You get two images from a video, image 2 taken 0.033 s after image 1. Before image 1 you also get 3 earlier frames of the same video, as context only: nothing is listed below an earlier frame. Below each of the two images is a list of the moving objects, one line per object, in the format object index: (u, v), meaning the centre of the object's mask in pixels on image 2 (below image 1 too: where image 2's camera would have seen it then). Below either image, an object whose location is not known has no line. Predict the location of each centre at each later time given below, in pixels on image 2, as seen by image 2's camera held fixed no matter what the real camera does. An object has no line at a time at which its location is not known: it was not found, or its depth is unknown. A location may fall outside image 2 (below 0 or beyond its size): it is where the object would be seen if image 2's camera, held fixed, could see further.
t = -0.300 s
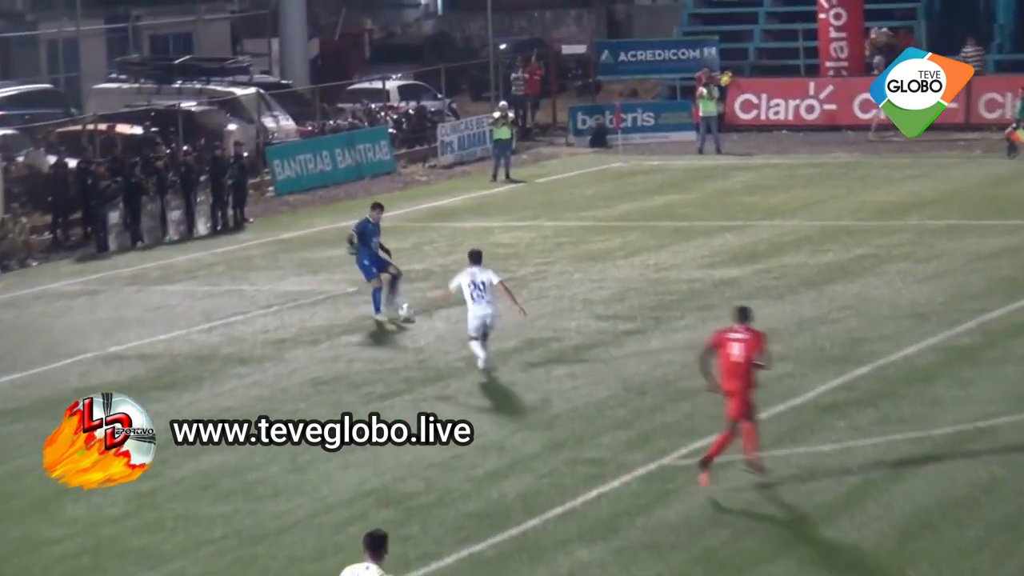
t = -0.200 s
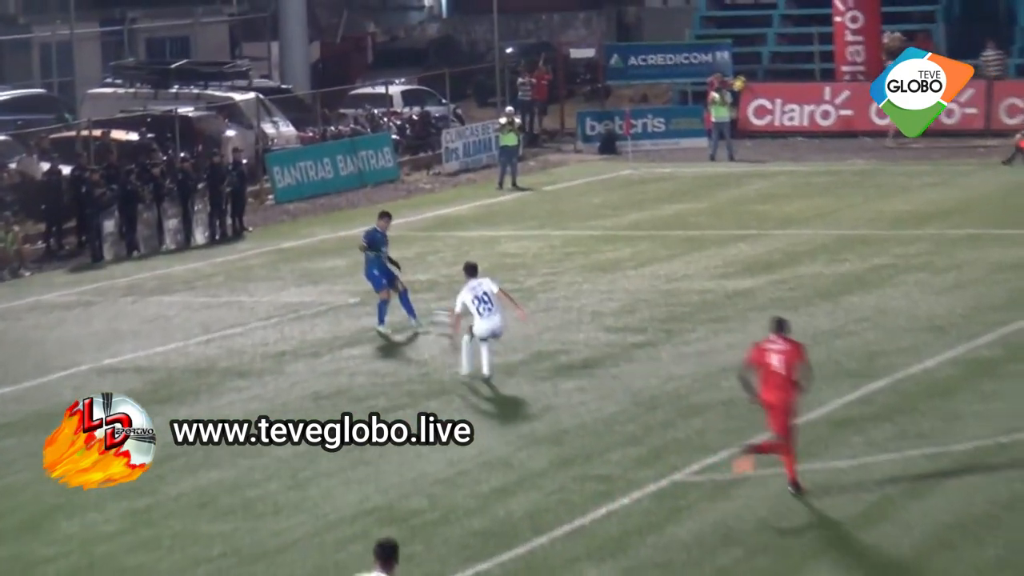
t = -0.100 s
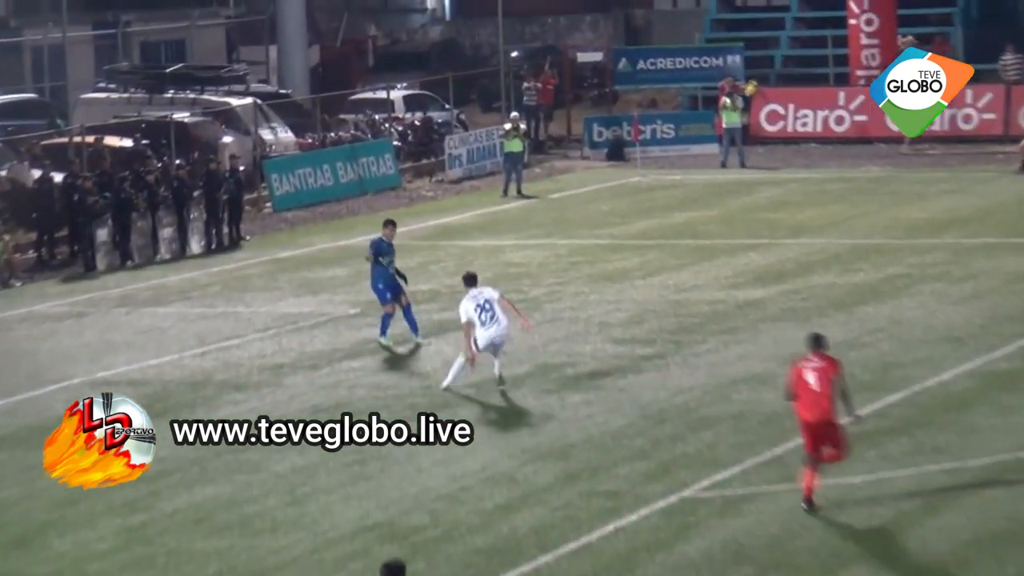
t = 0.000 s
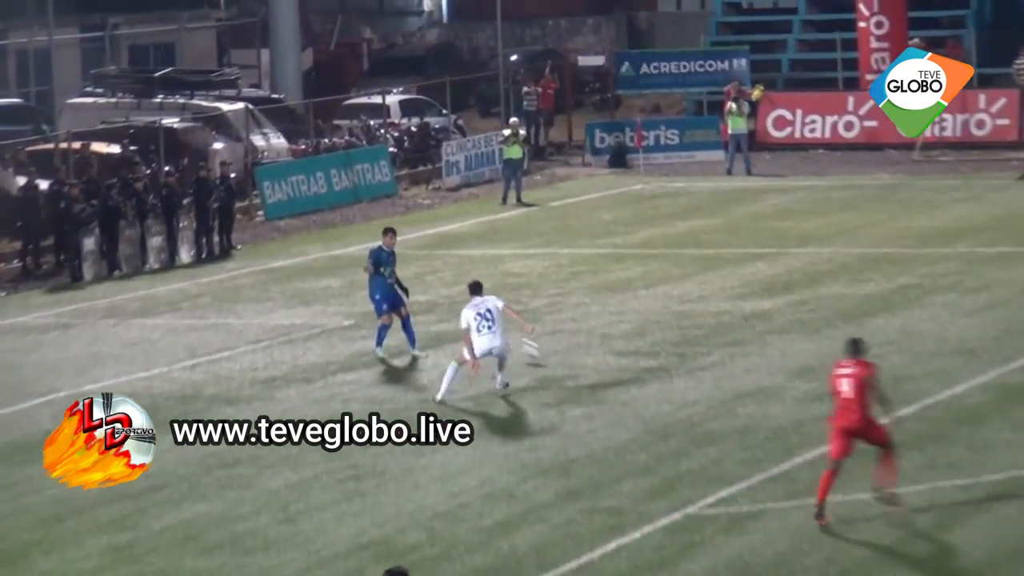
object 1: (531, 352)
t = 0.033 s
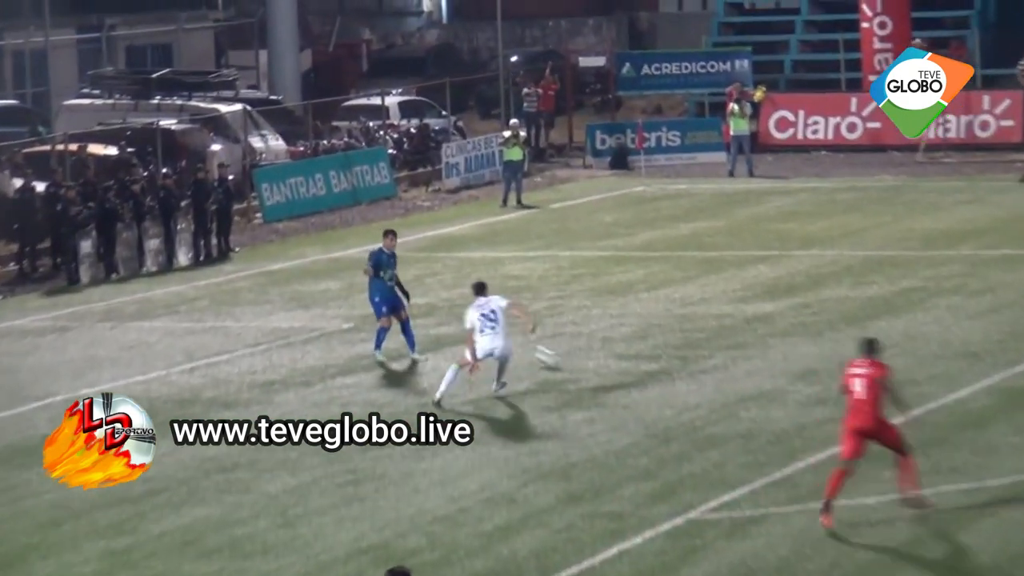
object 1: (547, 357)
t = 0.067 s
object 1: (561, 357)
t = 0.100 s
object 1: (574, 357)
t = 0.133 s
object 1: (586, 357)
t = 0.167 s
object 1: (599, 359)
